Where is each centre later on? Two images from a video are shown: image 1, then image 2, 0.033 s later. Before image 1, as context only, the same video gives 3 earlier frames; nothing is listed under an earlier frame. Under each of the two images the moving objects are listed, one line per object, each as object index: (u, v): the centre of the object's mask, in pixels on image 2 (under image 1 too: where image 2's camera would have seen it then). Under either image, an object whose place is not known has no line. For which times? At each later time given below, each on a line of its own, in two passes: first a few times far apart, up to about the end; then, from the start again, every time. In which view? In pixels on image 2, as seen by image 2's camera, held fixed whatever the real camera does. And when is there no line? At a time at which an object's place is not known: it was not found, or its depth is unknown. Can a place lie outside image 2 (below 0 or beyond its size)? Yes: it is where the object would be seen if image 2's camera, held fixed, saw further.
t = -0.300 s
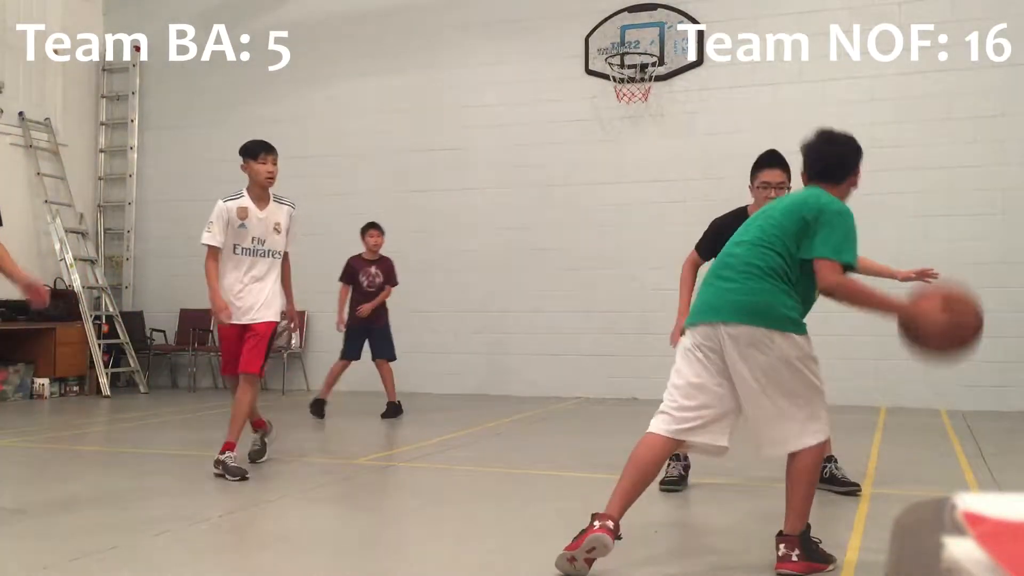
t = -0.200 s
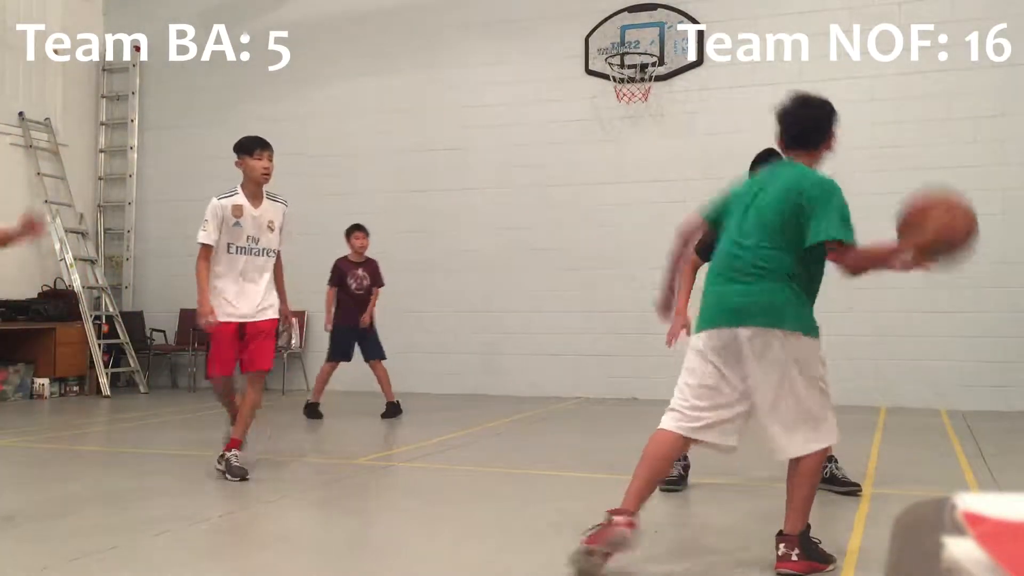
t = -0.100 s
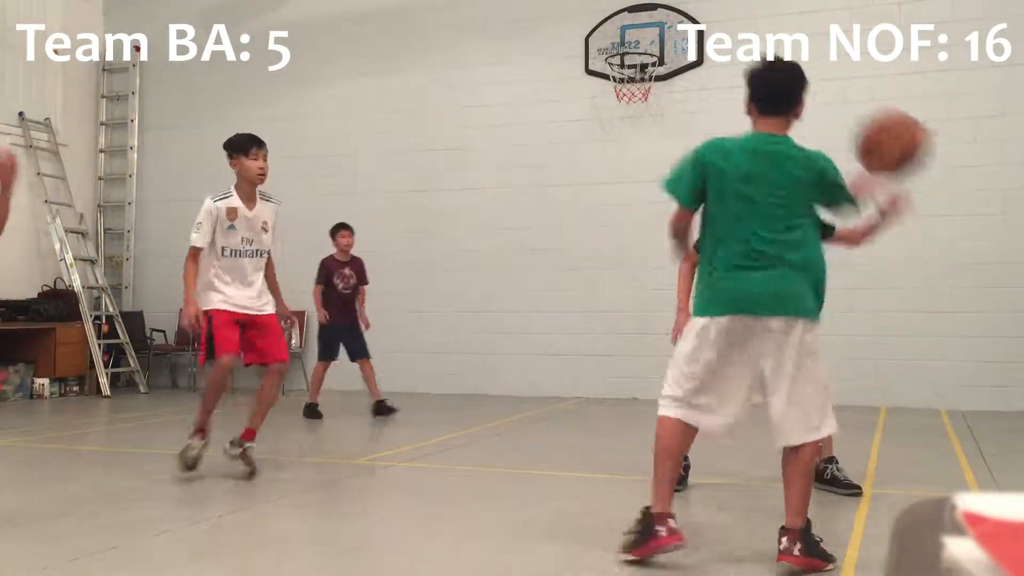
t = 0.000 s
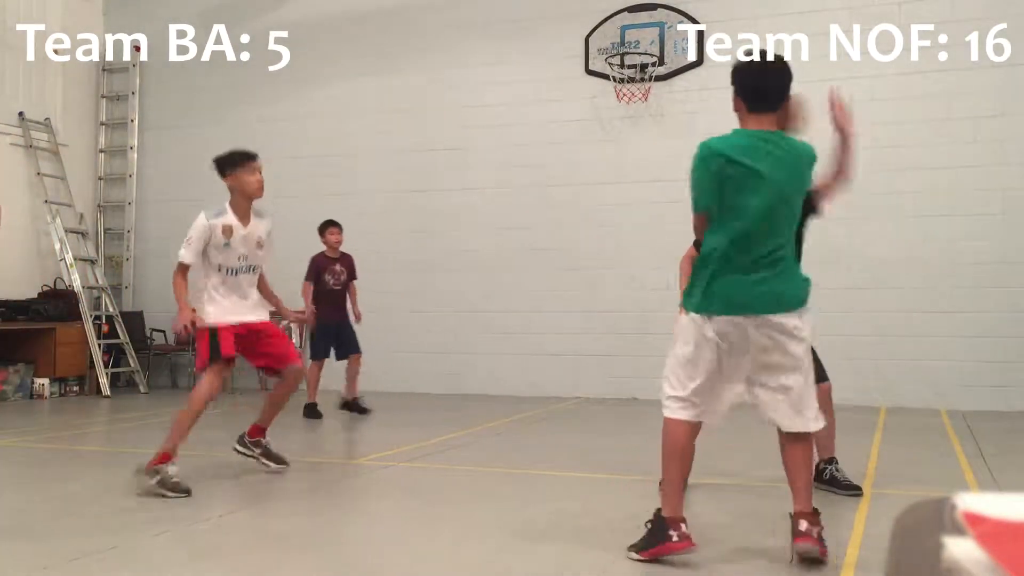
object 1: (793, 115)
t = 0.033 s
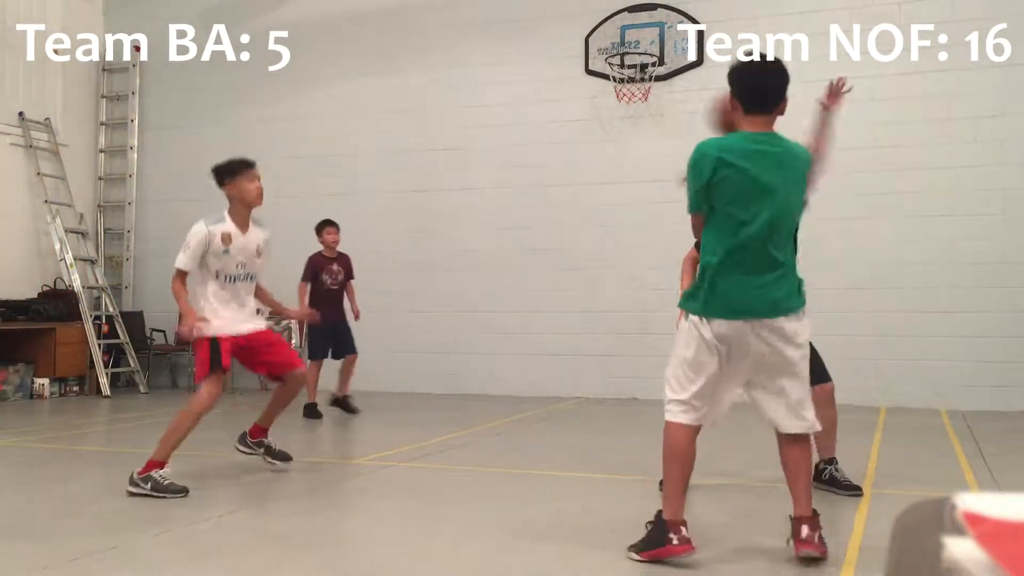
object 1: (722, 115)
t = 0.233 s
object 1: (595, 140)
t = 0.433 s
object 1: (515, 204)
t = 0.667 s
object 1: (458, 305)
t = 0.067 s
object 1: (705, 114)
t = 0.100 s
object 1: (679, 116)
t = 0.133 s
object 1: (655, 121)
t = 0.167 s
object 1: (633, 126)
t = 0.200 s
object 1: (613, 133)
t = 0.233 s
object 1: (595, 140)
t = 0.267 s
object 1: (578, 149)
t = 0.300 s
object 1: (564, 159)
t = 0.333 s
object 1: (550, 169)
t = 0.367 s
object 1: (537, 181)
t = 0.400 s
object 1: (525, 193)
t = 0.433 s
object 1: (515, 204)
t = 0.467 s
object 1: (505, 217)
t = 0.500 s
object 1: (496, 231)
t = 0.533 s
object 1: (488, 245)
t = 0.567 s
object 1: (479, 259)
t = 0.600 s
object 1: (471, 274)
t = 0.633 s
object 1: (464, 290)
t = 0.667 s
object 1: (458, 305)
